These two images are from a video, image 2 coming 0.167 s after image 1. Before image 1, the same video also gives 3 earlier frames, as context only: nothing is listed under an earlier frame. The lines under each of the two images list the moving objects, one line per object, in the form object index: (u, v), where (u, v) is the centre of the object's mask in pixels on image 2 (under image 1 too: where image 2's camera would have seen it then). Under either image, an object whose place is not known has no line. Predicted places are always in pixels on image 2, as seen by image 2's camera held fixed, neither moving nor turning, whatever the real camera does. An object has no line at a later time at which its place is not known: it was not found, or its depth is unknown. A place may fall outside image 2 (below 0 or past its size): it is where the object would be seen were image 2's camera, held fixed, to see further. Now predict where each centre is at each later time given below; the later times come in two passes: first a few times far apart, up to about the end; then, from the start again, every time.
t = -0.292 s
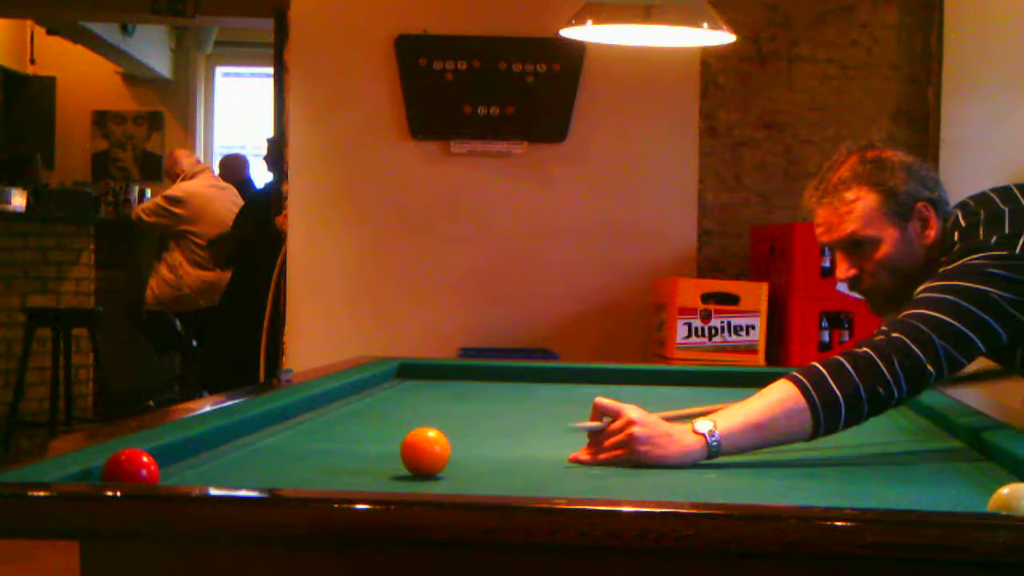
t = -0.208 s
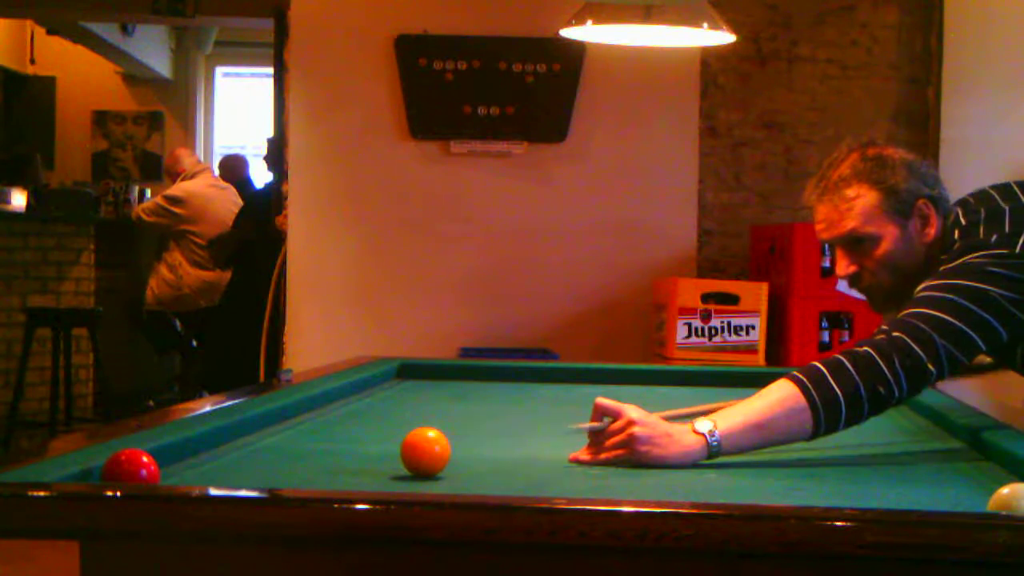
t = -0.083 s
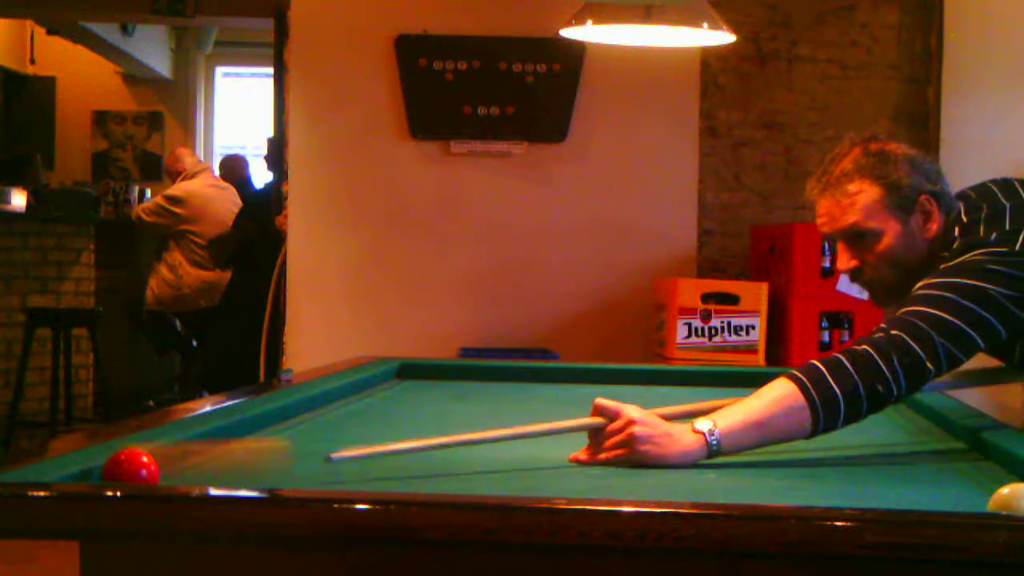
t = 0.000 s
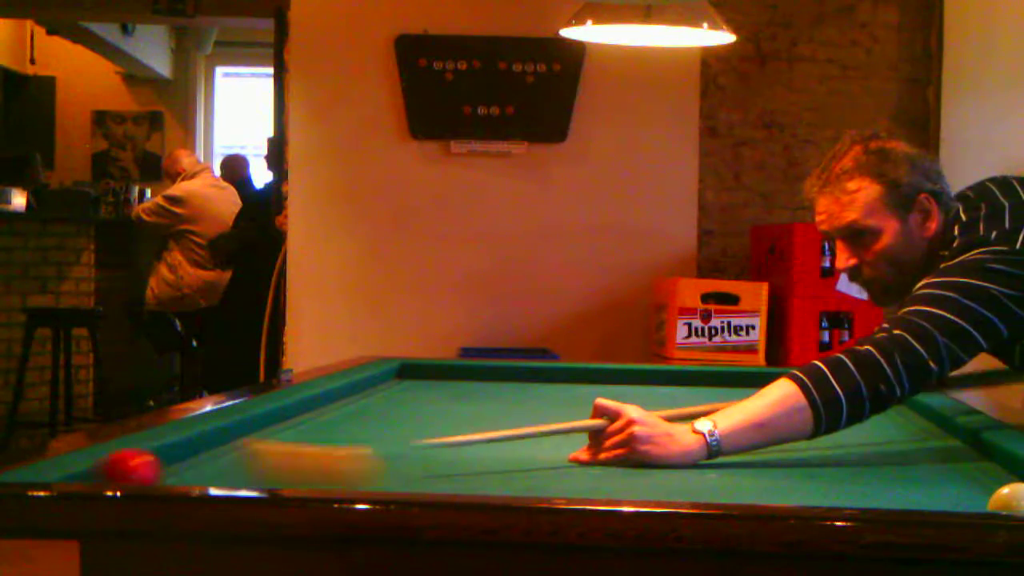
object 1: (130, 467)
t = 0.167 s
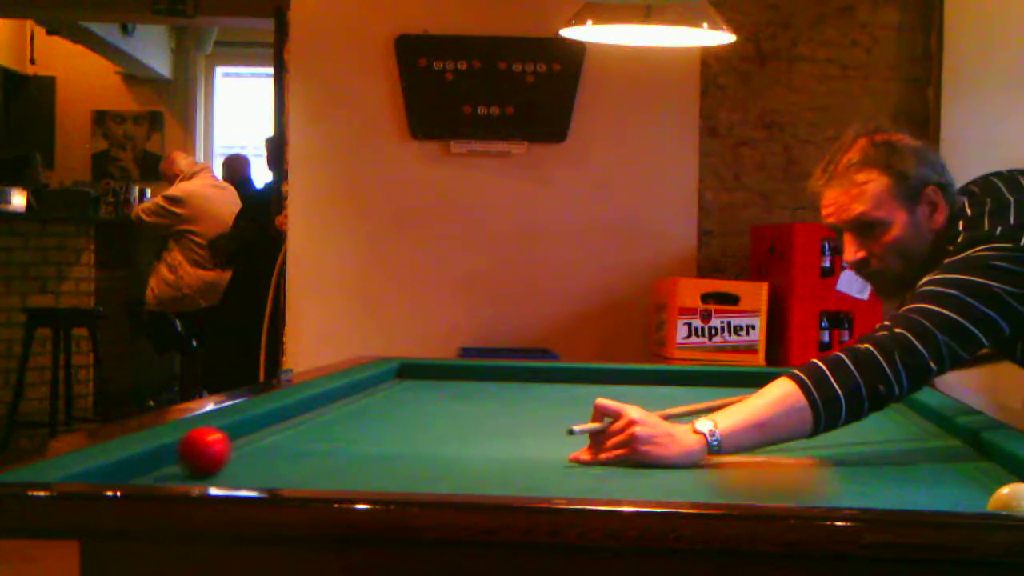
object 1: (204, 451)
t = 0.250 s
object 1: (229, 442)
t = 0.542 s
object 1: (300, 414)
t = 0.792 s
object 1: (344, 397)
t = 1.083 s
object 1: (382, 382)
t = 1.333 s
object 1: (409, 372)
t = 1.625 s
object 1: (413, 369)
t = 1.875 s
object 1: (395, 375)
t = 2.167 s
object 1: (373, 381)
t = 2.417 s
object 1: (355, 388)
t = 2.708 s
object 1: (339, 396)
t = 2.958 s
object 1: (322, 404)
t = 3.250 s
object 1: (301, 414)
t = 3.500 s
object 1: (281, 424)
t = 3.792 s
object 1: (254, 436)
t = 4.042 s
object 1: (227, 448)
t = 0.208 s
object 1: (217, 446)
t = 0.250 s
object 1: (229, 442)
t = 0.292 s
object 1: (241, 437)
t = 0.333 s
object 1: (252, 433)
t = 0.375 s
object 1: (262, 429)
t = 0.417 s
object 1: (273, 425)
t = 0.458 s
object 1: (282, 421)
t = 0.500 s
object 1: (291, 418)
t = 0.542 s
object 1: (300, 414)
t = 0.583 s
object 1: (308, 411)
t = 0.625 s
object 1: (316, 408)
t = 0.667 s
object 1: (323, 405)
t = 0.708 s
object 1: (330, 403)
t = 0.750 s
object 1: (337, 400)
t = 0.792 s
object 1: (344, 397)
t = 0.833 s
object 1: (350, 395)
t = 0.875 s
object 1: (356, 393)
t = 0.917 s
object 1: (362, 390)
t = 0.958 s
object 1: (367, 388)
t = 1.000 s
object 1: (373, 386)
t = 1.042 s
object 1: (378, 384)
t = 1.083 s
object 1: (382, 382)
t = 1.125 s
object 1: (387, 380)
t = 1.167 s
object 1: (392, 378)
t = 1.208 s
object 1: (396, 377)
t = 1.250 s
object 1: (400, 375)
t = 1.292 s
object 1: (404, 374)
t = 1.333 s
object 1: (409, 372)
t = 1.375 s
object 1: (412, 370)
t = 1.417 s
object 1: (416, 368)
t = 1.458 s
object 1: (419, 367)
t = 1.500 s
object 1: (421, 367)
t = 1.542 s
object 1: (419, 367)
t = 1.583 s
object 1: (415, 368)
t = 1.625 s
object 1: (413, 369)
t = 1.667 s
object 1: (410, 370)
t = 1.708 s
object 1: (407, 371)
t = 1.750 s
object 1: (404, 372)
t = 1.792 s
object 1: (401, 373)
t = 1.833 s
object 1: (398, 374)
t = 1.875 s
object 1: (395, 375)
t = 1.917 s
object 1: (392, 375)
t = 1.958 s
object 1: (389, 376)
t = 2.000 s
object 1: (386, 377)
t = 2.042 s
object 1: (383, 378)
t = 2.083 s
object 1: (379, 379)
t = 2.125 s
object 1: (376, 380)
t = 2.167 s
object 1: (373, 381)
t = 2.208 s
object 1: (369, 382)
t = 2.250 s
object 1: (366, 384)
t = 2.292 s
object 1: (362, 385)
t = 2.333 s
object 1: (360, 386)
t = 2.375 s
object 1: (358, 387)
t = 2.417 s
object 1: (355, 388)
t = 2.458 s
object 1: (353, 389)
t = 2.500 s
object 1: (351, 390)
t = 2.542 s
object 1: (349, 391)
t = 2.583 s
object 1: (346, 392)
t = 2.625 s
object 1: (344, 394)
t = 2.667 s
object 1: (341, 395)
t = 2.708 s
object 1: (339, 396)
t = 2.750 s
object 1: (336, 397)
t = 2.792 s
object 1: (333, 399)
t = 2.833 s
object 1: (331, 400)
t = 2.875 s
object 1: (328, 401)
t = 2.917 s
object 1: (325, 403)
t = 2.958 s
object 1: (322, 404)
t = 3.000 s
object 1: (319, 405)
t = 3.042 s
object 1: (317, 407)
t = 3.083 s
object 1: (314, 408)
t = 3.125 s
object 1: (311, 410)
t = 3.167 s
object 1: (308, 411)
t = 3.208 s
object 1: (305, 413)
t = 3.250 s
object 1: (301, 414)
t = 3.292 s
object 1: (298, 416)
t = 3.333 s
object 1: (295, 417)
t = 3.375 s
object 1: (292, 419)
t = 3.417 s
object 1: (288, 420)
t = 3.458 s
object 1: (284, 422)
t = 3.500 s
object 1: (281, 424)
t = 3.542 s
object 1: (277, 425)
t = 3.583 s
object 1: (274, 427)
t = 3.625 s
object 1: (270, 429)
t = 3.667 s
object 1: (266, 431)
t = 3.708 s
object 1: (262, 433)
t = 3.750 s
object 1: (258, 434)
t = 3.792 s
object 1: (254, 436)
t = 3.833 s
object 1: (249, 438)
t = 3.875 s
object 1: (245, 440)
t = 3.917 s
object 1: (241, 442)
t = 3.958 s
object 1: (236, 444)
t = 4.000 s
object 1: (231, 446)
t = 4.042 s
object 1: (227, 448)
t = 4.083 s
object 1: (222, 450)
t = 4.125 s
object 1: (217, 452)
